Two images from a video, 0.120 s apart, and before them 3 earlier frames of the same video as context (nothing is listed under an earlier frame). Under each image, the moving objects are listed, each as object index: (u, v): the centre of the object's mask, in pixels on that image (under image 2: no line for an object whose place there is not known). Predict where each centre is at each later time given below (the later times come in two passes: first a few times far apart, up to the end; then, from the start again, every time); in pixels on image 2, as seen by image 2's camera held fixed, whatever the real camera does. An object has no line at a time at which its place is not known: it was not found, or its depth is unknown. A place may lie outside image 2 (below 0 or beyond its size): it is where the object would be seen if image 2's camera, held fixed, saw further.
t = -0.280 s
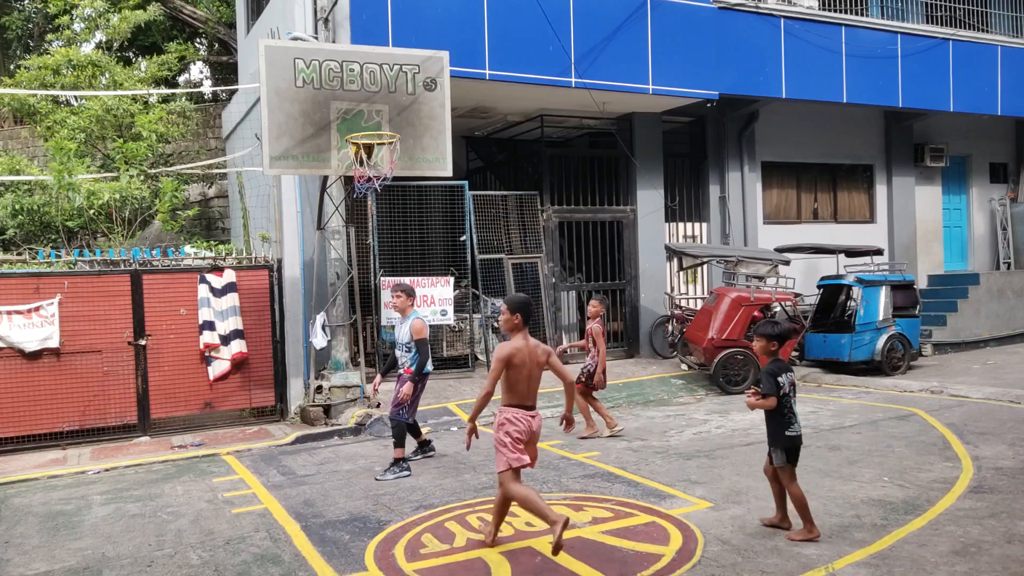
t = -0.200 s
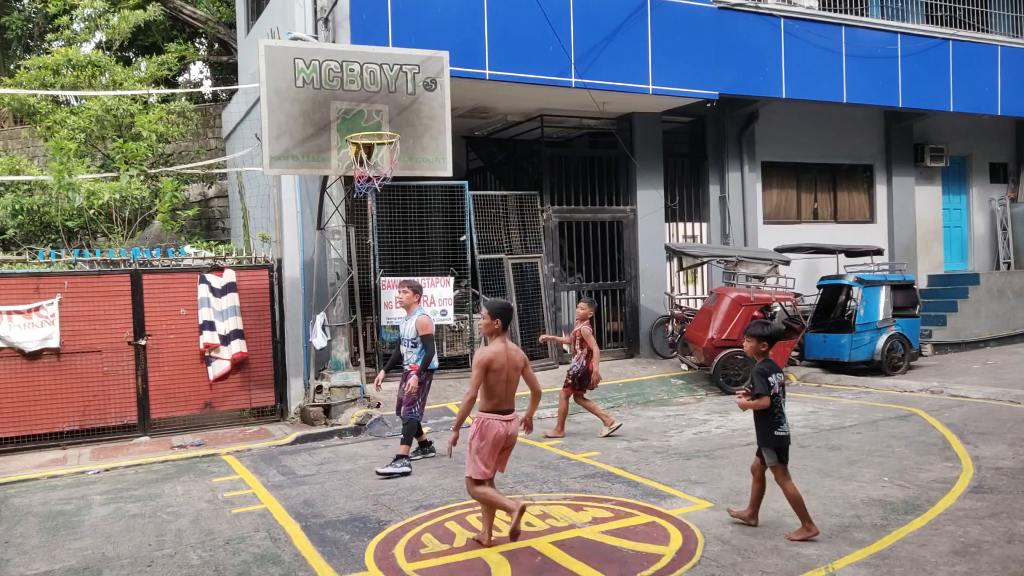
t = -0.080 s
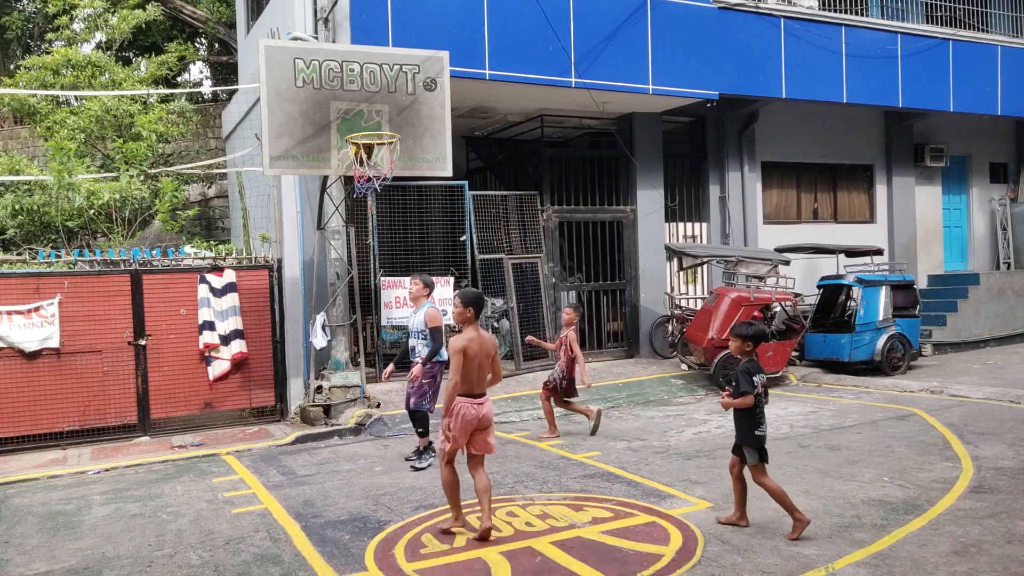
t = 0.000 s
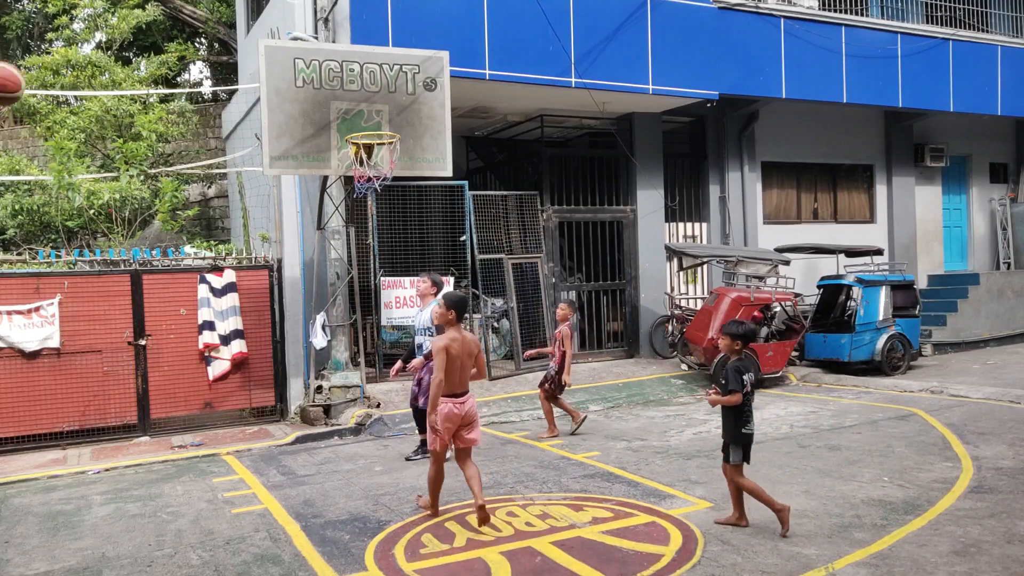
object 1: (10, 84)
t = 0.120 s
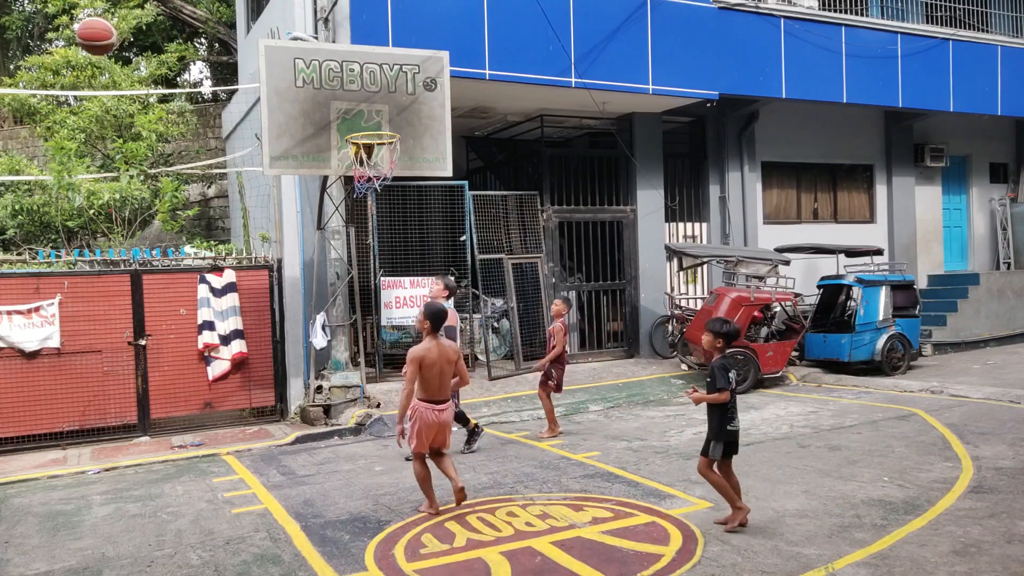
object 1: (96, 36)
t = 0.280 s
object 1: (193, 18)
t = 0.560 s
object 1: (317, 64)
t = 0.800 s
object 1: (384, 121)
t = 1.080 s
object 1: (348, 107)
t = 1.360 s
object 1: (315, 179)
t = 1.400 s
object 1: (311, 196)
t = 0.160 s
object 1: (123, 27)
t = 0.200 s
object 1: (148, 22)
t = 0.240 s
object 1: (171, 19)
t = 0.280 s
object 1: (193, 18)
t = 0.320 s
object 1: (214, 20)
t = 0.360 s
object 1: (233, 24)
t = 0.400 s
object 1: (252, 29)
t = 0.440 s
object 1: (270, 36)
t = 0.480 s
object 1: (286, 45)
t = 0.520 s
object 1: (302, 54)
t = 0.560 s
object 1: (317, 64)
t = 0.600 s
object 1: (331, 77)
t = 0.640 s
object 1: (344, 86)
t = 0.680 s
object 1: (356, 96)
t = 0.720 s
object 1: (368, 106)
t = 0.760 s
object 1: (380, 119)
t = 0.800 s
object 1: (384, 121)
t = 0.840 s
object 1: (379, 115)
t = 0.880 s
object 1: (374, 108)
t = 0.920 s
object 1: (368, 104)
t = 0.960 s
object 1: (363, 102)
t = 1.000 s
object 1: (358, 102)
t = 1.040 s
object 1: (353, 103)
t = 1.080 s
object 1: (348, 107)
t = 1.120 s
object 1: (343, 111)
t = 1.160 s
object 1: (337, 118)
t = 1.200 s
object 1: (333, 127)
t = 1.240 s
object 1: (328, 137)
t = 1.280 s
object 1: (324, 149)
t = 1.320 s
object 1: (319, 163)
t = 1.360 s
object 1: (315, 179)
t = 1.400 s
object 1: (311, 196)
